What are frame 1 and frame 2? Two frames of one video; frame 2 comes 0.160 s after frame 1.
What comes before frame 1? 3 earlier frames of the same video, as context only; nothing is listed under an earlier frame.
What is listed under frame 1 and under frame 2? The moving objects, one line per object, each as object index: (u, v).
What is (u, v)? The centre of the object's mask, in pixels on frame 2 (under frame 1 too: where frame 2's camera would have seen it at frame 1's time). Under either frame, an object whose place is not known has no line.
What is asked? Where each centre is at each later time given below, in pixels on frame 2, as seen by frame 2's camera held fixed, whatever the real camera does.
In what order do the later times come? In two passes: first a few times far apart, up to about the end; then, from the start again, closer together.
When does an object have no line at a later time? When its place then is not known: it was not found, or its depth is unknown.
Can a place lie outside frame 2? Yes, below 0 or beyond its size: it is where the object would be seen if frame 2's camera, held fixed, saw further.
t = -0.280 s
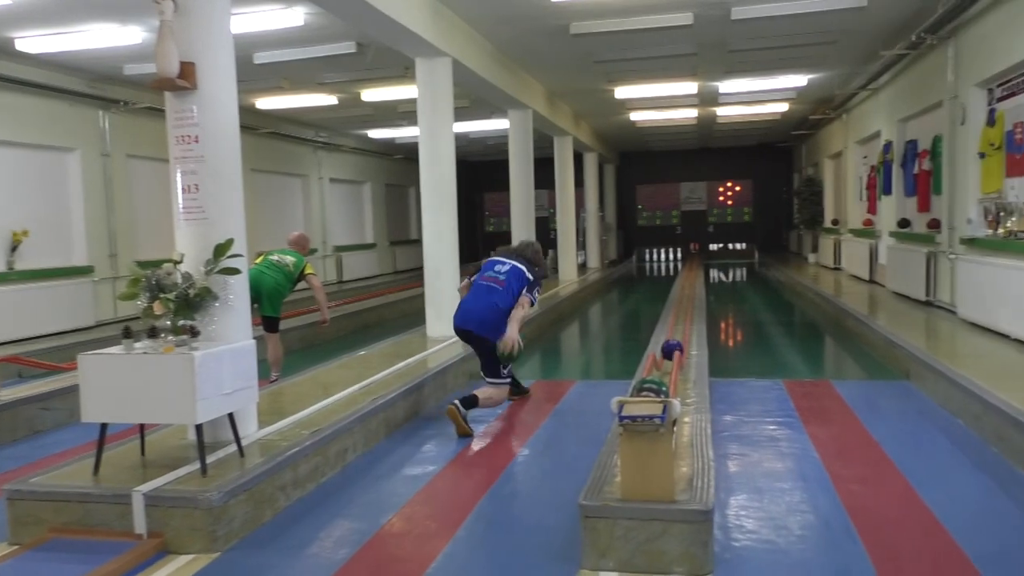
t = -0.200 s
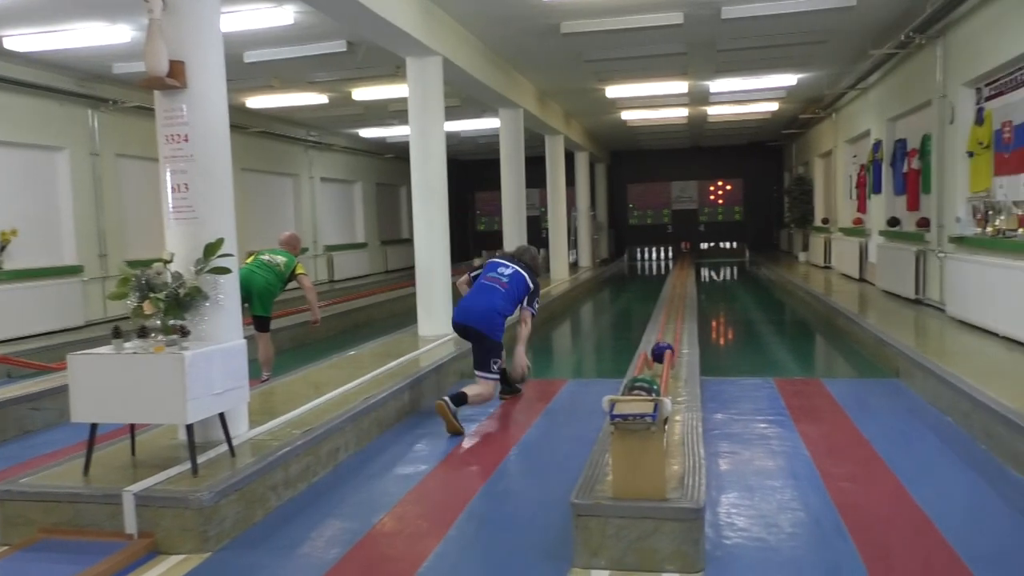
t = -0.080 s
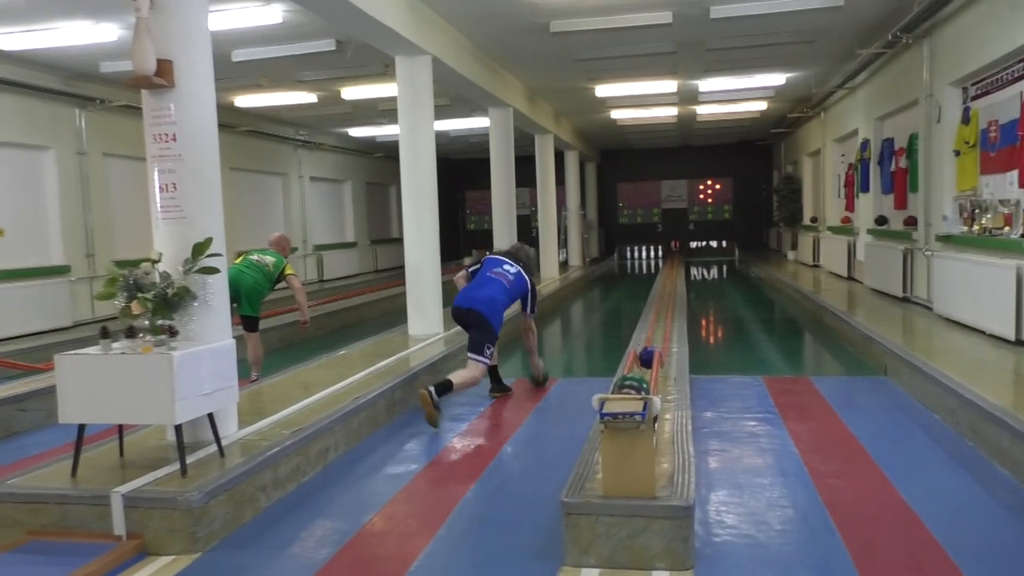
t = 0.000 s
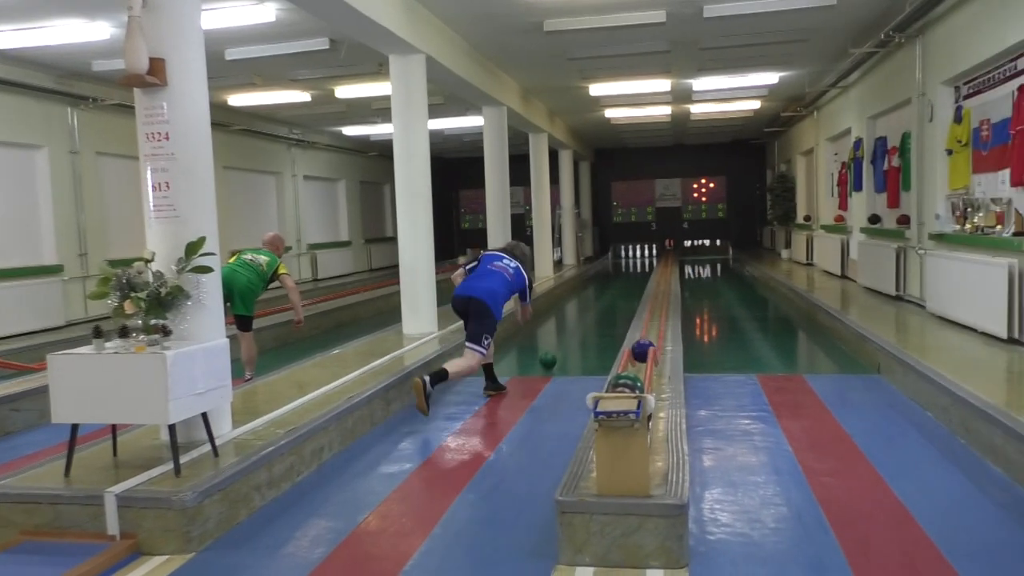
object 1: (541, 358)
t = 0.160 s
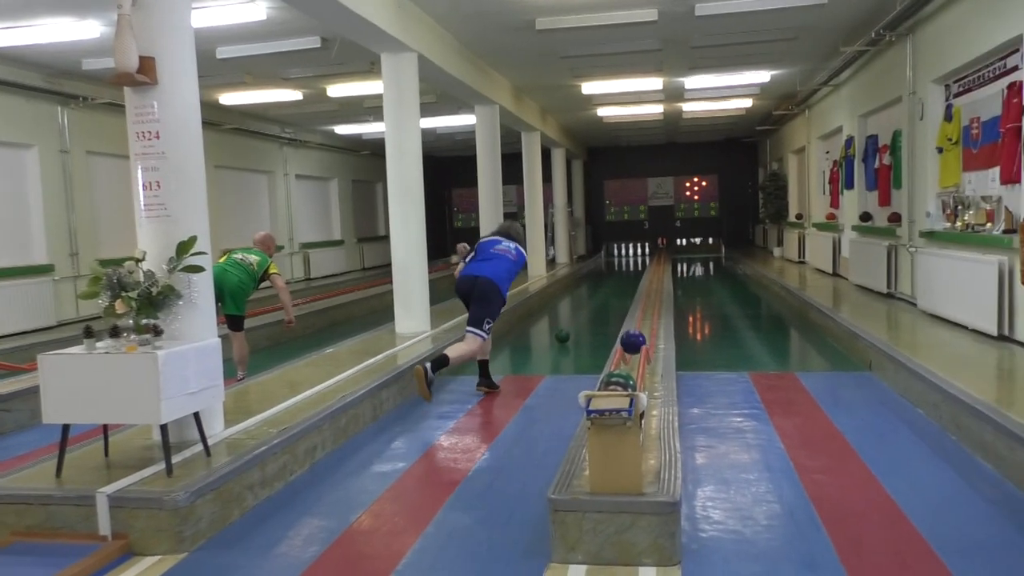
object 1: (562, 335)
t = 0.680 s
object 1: (600, 294)
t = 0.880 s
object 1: (608, 286)
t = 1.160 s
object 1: (616, 276)
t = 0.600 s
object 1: (596, 299)
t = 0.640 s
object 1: (598, 296)
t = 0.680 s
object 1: (600, 294)
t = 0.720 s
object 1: (602, 292)
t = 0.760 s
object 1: (604, 290)
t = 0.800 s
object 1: (605, 289)
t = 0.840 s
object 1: (607, 287)
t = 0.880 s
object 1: (608, 286)
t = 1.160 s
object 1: (616, 276)
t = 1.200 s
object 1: (617, 275)
